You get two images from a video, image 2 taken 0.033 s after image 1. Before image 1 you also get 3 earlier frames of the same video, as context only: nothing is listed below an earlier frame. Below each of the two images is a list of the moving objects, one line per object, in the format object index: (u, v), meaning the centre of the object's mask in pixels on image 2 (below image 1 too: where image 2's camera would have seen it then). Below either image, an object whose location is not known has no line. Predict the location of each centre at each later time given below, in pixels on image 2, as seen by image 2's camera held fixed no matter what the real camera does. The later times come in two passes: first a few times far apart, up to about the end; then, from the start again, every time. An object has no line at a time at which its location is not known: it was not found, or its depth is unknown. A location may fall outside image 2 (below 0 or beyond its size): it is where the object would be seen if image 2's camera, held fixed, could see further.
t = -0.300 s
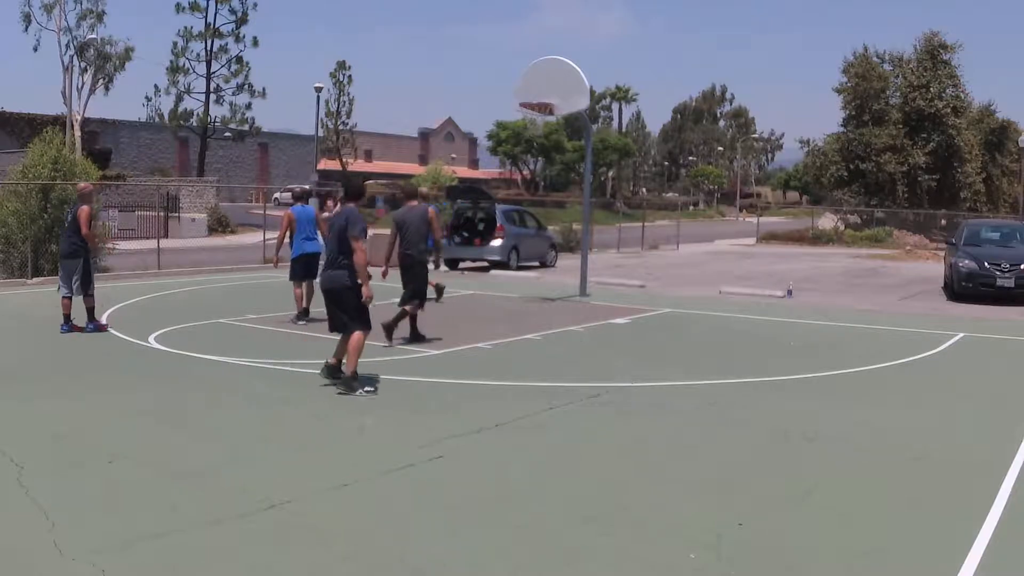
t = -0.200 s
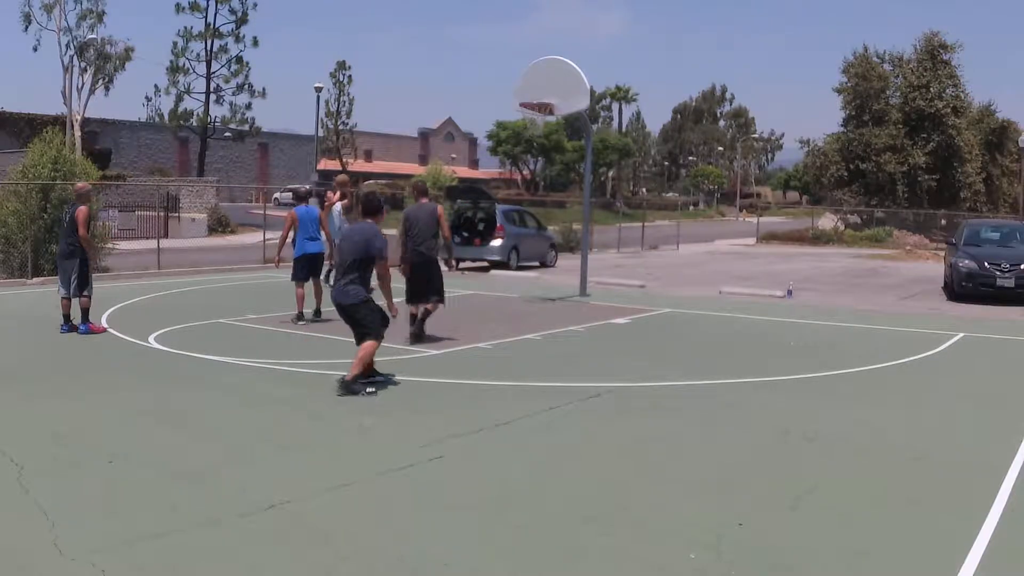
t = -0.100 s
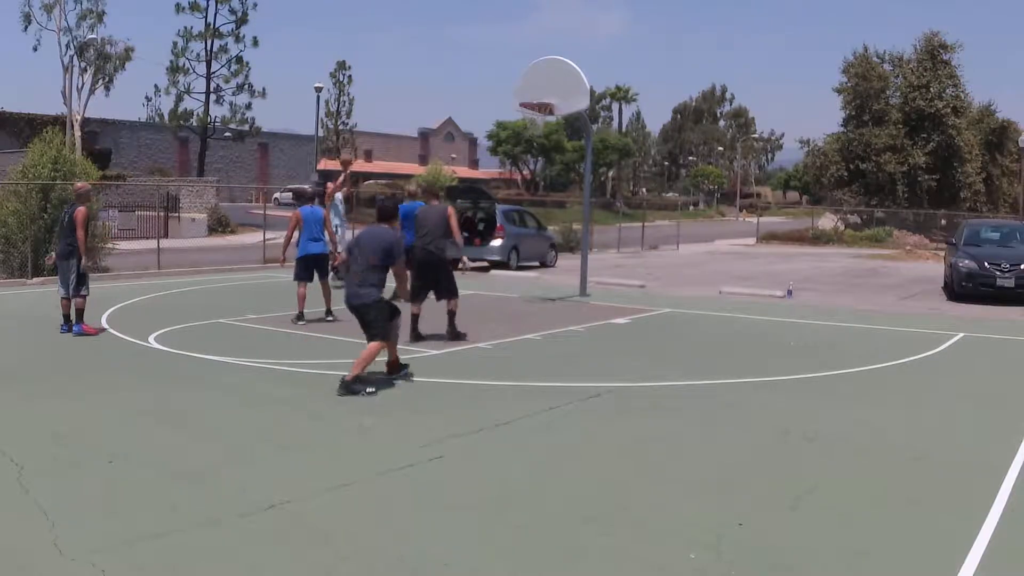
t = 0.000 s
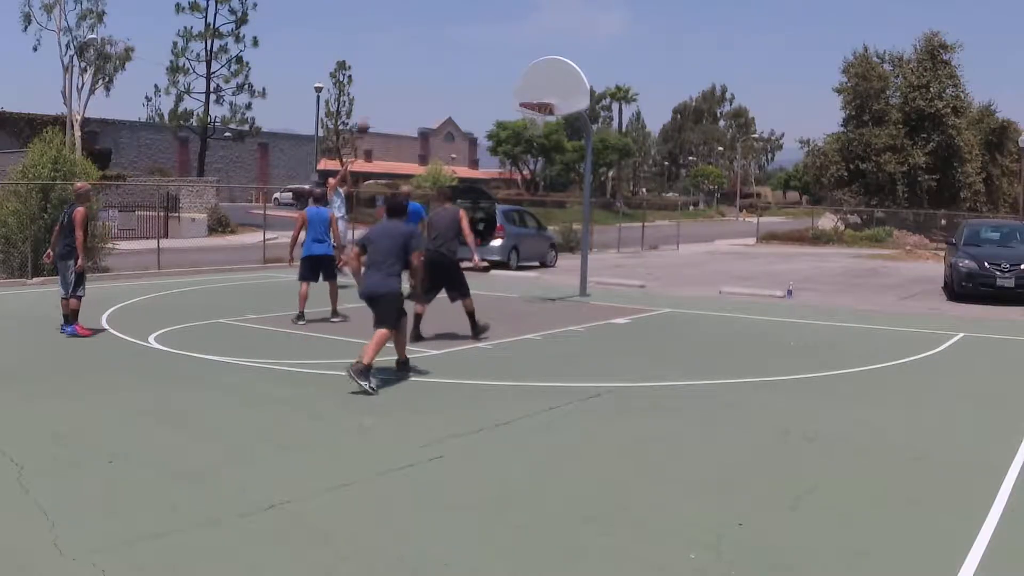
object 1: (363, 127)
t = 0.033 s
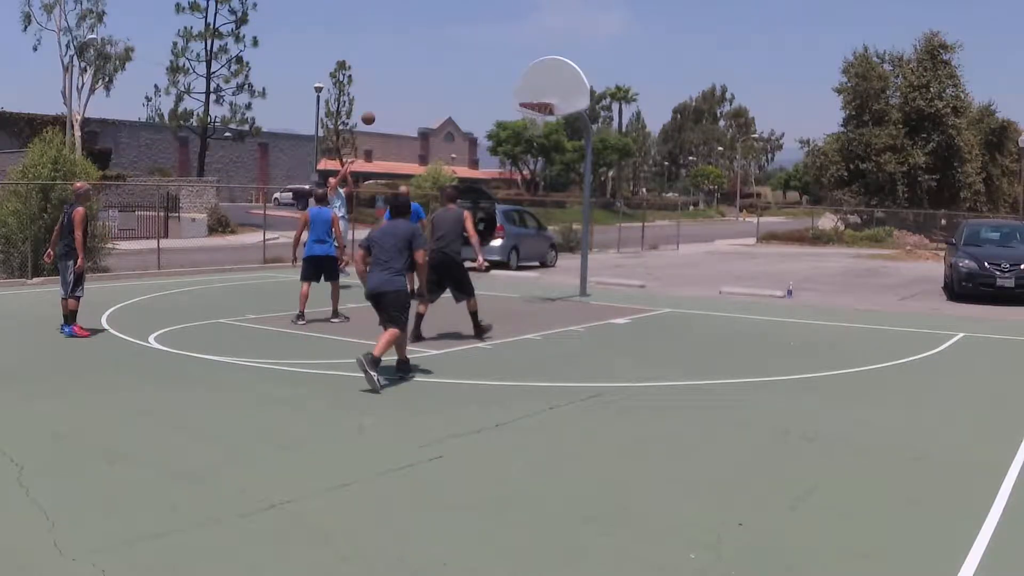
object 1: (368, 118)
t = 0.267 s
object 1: (410, 65)
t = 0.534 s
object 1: (459, 42)
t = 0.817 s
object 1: (514, 64)
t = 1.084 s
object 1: (547, 67)
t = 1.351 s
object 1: (555, 39)
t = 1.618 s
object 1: (562, 57)
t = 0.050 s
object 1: (371, 114)
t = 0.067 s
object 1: (374, 109)
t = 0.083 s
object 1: (377, 105)
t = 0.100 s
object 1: (380, 100)
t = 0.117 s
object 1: (383, 96)
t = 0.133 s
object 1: (386, 92)
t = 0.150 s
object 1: (389, 88)
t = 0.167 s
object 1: (392, 85)
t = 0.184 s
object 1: (395, 81)
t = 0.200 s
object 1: (398, 77)
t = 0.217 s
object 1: (401, 74)
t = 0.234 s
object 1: (404, 72)
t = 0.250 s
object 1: (407, 69)
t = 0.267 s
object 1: (410, 65)
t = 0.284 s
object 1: (413, 63)
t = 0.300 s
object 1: (416, 60)
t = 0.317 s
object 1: (419, 58)
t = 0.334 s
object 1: (422, 56)
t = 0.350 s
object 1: (425, 54)
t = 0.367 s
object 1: (428, 52)
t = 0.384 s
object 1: (431, 50)
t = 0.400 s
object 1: (434, 48)
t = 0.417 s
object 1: (437, 47)
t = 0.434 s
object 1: (440, 45)
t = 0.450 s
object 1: (443, 44)
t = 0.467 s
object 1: (447, 43)
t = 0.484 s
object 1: (450, 43)
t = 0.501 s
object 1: (453, 42)
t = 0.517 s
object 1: (456, 42)
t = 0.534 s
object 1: (459, 42)
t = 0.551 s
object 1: (462, 41)
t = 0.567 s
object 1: (465, 41)
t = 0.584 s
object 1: (468, 42)
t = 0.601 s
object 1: (472, 42)
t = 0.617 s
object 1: (475, 43)
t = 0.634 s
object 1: (478, 43)
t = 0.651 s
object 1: (481, 44)
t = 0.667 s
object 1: (484, 46)
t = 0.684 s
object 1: (487, 47)
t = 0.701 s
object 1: (491, 49)
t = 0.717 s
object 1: (494, 50)
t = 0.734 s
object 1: (497, 52)
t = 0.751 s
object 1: (501, 54)
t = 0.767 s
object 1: (504, 56)
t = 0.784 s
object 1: (507, 59)
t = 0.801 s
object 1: (510, 61)
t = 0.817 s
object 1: (514, 64)
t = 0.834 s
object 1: (517, 67)
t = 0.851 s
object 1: (520, 70)
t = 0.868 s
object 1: (523, 74)
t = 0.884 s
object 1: (527, 78)
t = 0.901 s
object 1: (530, 82)
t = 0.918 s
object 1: (534, 86)
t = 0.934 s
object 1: (537, 90)
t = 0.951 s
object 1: (541, 94)
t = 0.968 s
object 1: (542, 95)
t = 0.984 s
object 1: (543, 91)
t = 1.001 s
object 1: (544, 87)
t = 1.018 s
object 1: (544, 82)
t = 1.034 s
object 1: (545, 79)
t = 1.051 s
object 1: (545, 75)
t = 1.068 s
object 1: (546, 70)
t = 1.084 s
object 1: (547, 67)
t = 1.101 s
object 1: (547, 64)
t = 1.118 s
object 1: (548, 61)
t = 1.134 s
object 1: (548, 59)
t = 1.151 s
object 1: (549, 56)
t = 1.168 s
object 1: (549, 54)
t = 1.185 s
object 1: (550, 52)
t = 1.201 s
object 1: (551, 50)
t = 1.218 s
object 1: (551, 48)
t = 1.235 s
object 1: (552, 46)
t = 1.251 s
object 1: (552, 45)
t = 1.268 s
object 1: (553, 43)
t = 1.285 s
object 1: (553, 42)
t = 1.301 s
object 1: (553, 41)
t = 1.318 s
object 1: (554, 40)
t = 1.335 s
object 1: (554, 39)
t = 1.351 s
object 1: (555, 39)
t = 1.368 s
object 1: (555, 39)
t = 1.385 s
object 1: (556, 39)
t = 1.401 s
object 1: (556, 39)
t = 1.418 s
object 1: (557, 39)
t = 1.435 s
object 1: (557, 40)
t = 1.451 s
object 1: (558, 40)
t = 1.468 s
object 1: (558, 41)
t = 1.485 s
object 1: (558, 42)
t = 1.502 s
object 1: (559, 43)
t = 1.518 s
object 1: (559, 45)
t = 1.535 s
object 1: (560, 47)
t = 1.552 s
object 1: (560, 48)
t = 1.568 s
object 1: (561, 50)
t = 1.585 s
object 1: (561, 52)
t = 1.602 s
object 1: (561, 55)
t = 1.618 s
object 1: (562, 57)
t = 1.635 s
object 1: (562, 60)
